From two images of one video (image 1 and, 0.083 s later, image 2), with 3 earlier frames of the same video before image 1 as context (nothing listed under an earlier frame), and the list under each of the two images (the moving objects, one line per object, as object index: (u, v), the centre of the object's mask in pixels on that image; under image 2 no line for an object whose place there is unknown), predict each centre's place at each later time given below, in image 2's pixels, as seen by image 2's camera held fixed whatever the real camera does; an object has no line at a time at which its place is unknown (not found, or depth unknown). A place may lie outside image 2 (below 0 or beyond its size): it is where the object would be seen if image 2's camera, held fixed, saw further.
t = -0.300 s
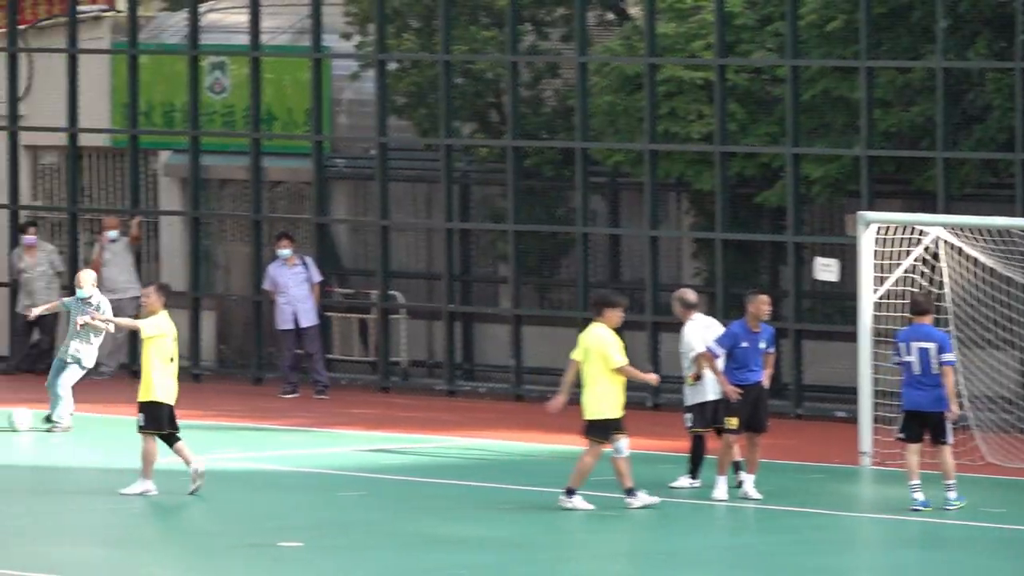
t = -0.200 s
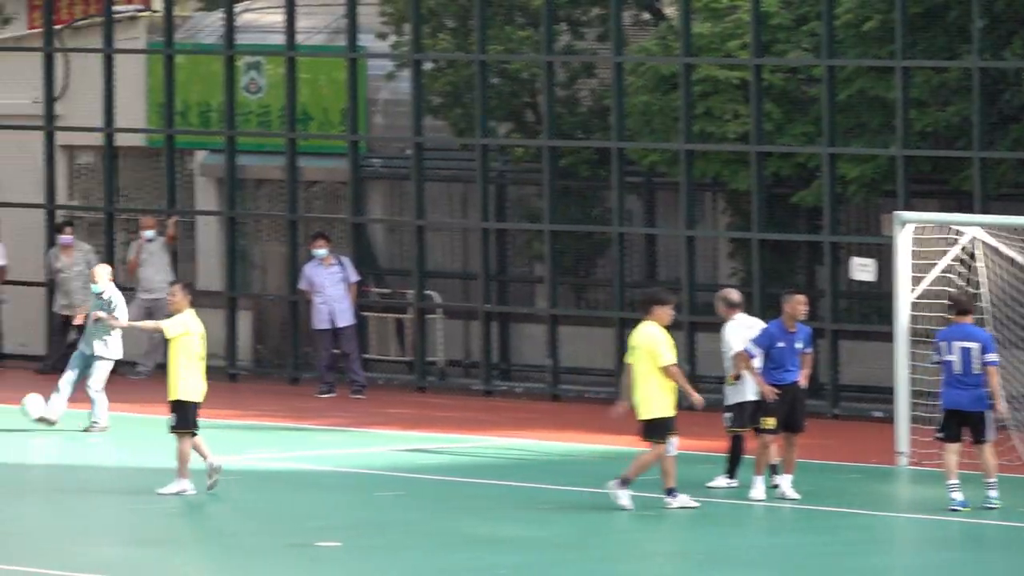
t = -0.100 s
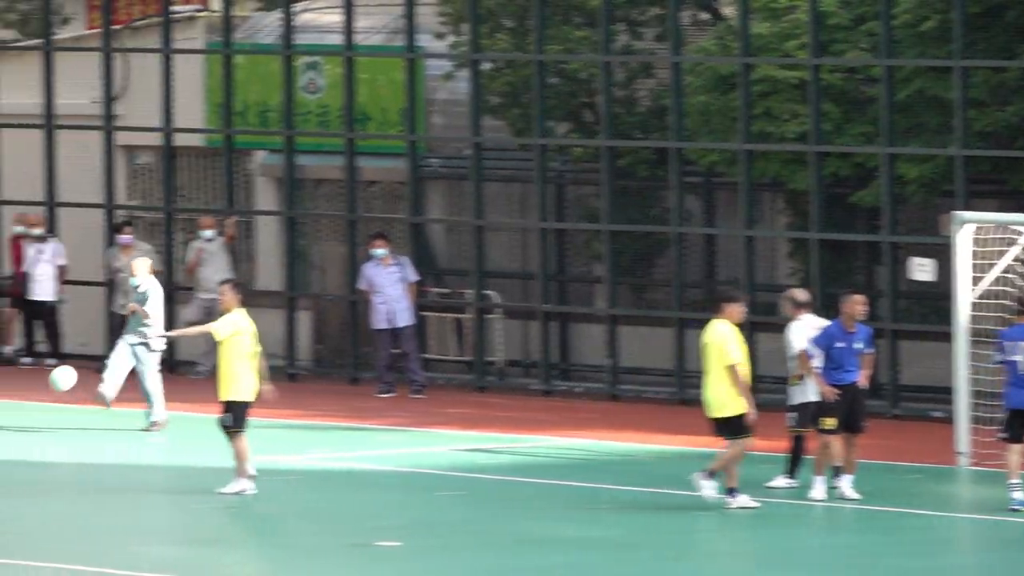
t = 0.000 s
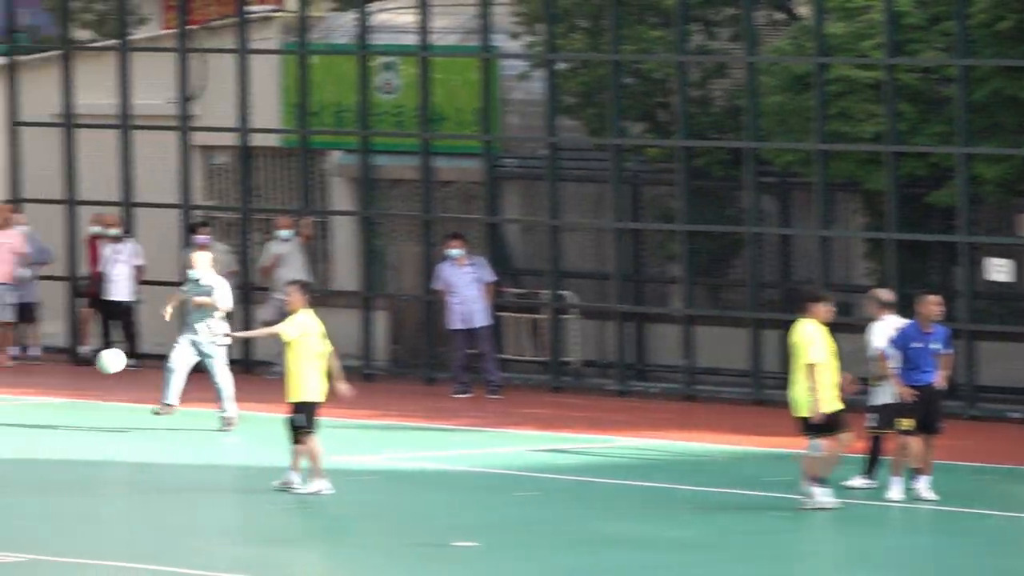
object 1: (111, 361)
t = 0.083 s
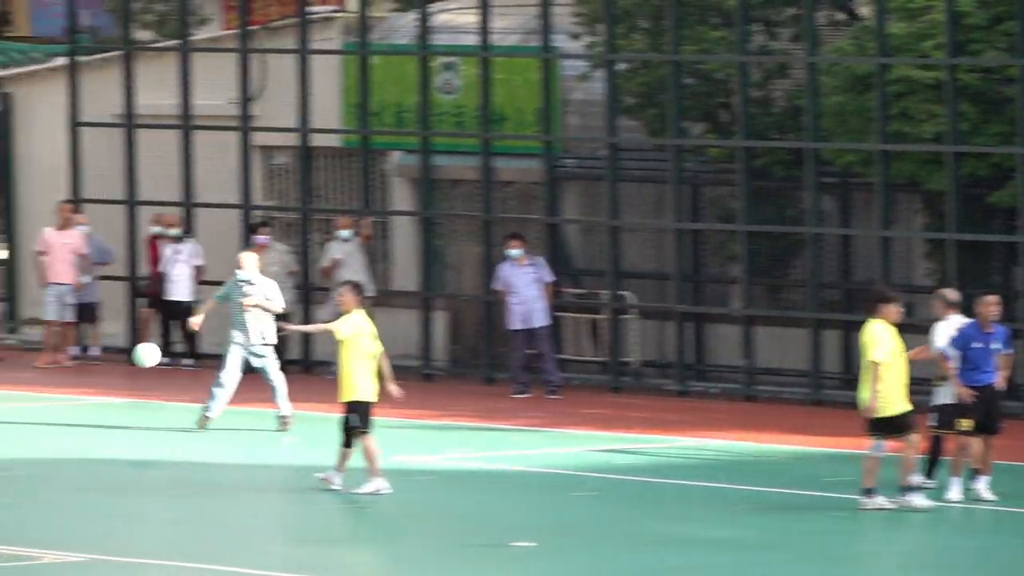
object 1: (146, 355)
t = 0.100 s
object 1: (141, 355)
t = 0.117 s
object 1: (136, 355)
